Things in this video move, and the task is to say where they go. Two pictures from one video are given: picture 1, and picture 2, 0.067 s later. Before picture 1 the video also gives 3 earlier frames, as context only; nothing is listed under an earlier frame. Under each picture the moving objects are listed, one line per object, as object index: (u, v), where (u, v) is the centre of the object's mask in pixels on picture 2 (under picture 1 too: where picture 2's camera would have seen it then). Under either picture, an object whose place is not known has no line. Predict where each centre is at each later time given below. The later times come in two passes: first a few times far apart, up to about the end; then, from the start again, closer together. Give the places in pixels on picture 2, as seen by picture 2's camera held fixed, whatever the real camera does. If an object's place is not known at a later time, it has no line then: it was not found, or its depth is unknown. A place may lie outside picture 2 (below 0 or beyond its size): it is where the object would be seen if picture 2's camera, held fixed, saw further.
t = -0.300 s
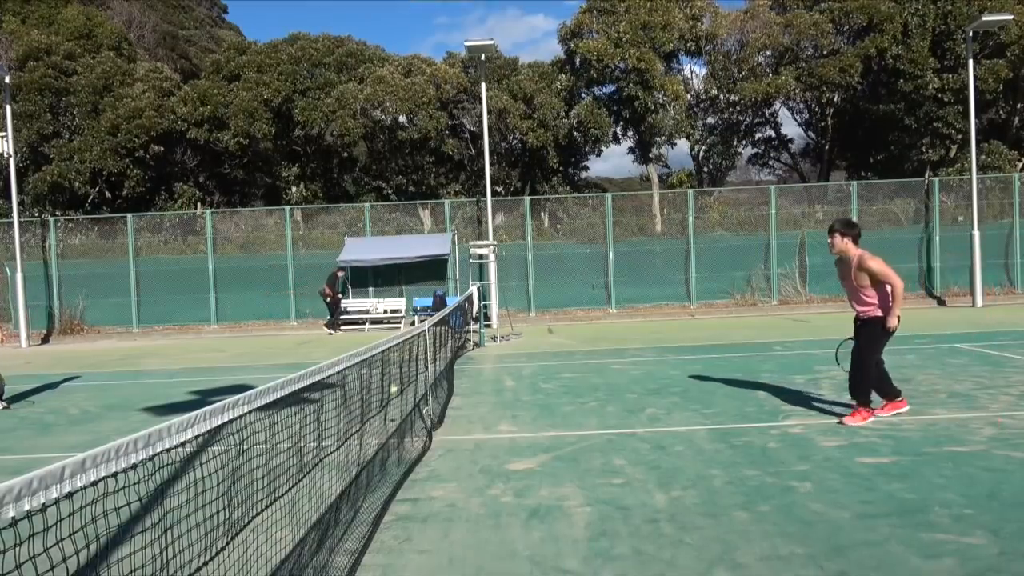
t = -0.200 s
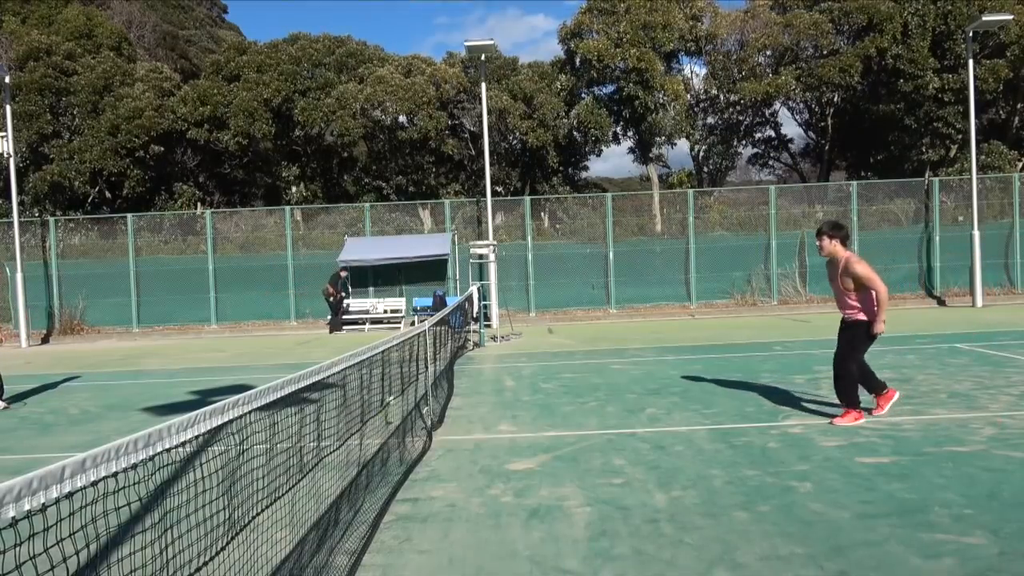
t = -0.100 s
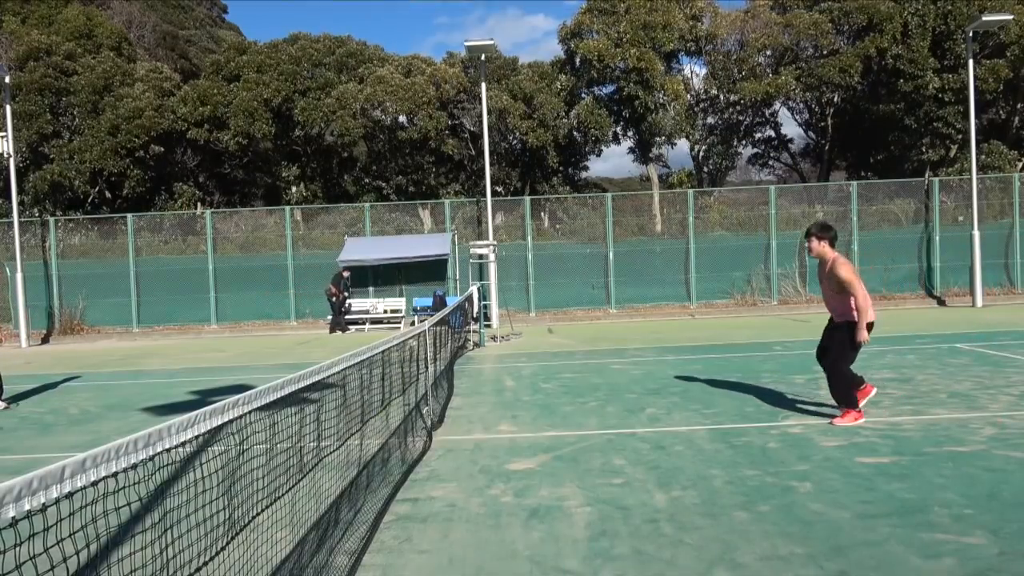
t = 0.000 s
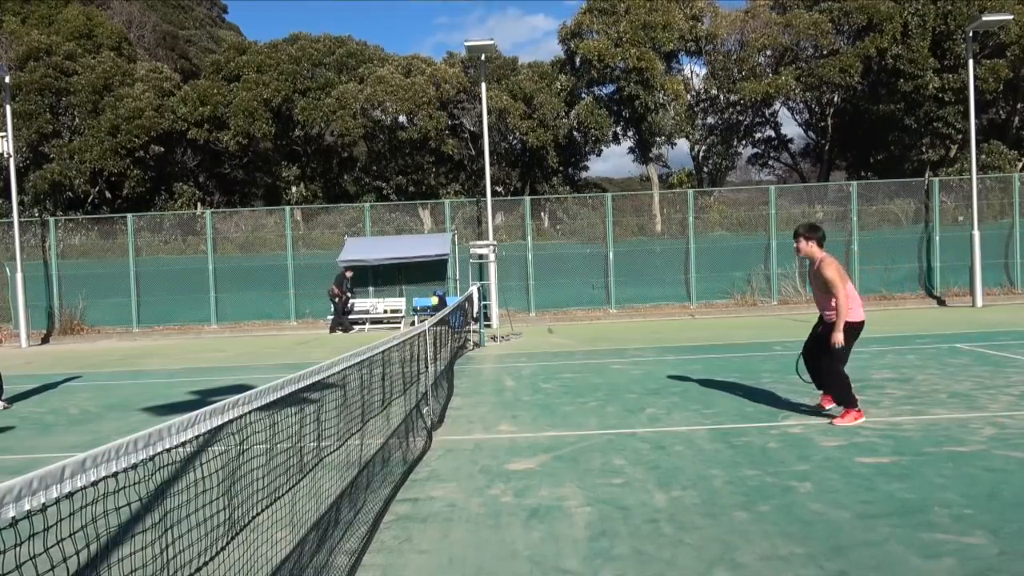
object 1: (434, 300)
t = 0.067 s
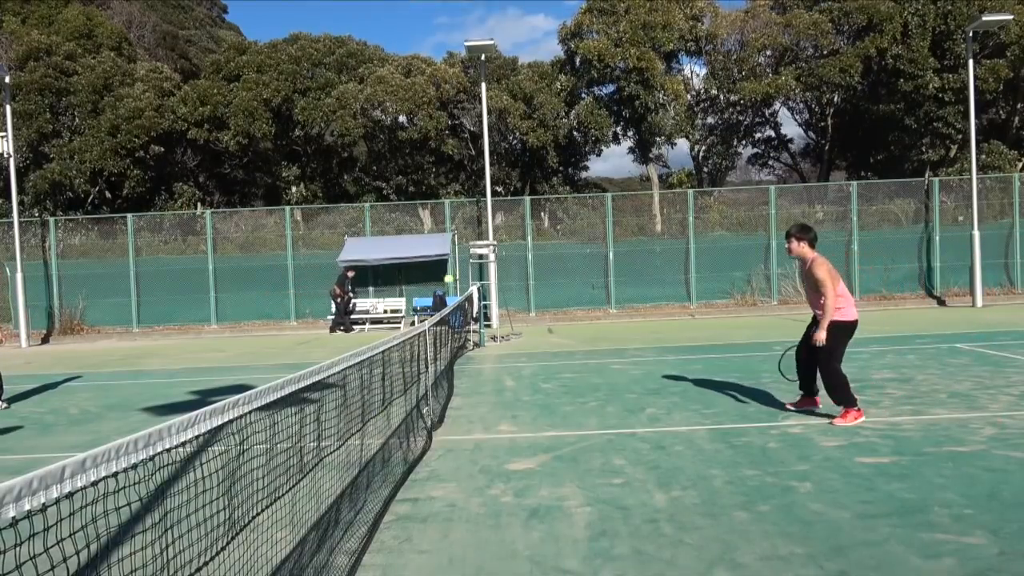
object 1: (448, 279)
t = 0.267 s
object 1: (492, 247)
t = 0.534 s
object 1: (550, 276)
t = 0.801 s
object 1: (606, 378)
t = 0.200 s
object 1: (477, 253)
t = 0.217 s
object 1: (482, 252)
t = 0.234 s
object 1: (484, 250)
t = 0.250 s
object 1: (489, 248)
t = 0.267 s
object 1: (492, 247)
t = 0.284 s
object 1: (496, 246)
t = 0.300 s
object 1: (500, 246)
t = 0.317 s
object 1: (503, 246)
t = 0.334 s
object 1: (507, 247)
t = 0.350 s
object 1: (511, 248)
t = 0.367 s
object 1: (514, 249)
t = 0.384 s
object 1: (518, 250)
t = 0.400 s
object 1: (521, 251)
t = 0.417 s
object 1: (526, 253)
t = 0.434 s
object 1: (529, 256)
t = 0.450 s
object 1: (533, 258)
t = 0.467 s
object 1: (536, 261)
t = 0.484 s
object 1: (540, 265)
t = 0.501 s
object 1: (543, 268)
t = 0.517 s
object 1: (547, 272)
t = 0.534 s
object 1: (550, 276)
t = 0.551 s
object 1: (554, 280)
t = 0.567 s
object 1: (558, 285)
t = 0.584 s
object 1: (561, 290)
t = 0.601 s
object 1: (565, 295)
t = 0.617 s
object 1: (568, 301)
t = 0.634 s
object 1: (572, 307)
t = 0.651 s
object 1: (575, 312)
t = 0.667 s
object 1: (578, 319)
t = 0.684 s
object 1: (582, 325)
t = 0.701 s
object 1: (585, 332)
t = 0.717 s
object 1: (588, 340)
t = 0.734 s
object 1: (592, 347)
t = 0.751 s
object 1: (596, 354)
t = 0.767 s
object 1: (599, 363)
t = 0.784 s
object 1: (602, 370)
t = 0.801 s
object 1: (606, 378)
